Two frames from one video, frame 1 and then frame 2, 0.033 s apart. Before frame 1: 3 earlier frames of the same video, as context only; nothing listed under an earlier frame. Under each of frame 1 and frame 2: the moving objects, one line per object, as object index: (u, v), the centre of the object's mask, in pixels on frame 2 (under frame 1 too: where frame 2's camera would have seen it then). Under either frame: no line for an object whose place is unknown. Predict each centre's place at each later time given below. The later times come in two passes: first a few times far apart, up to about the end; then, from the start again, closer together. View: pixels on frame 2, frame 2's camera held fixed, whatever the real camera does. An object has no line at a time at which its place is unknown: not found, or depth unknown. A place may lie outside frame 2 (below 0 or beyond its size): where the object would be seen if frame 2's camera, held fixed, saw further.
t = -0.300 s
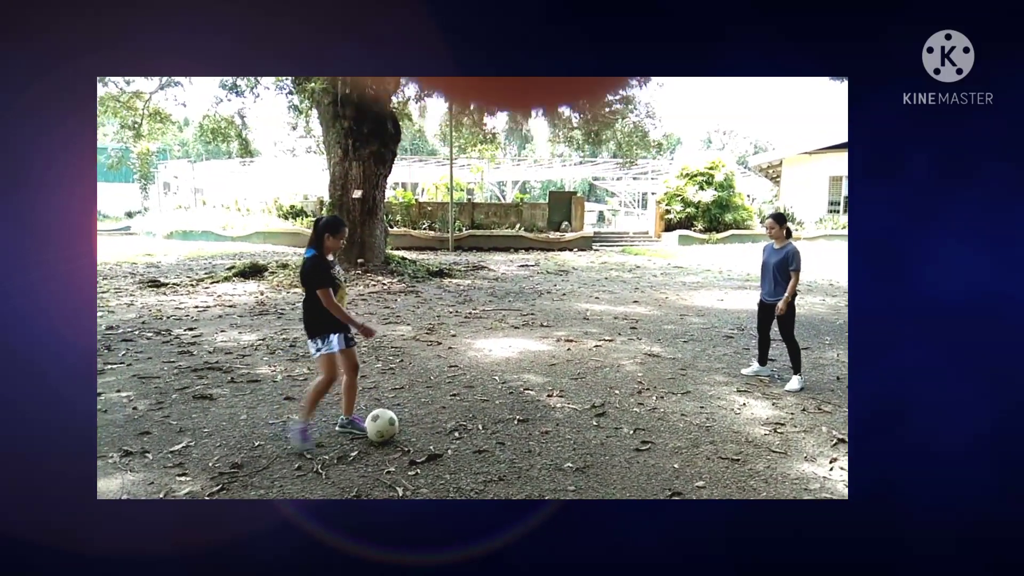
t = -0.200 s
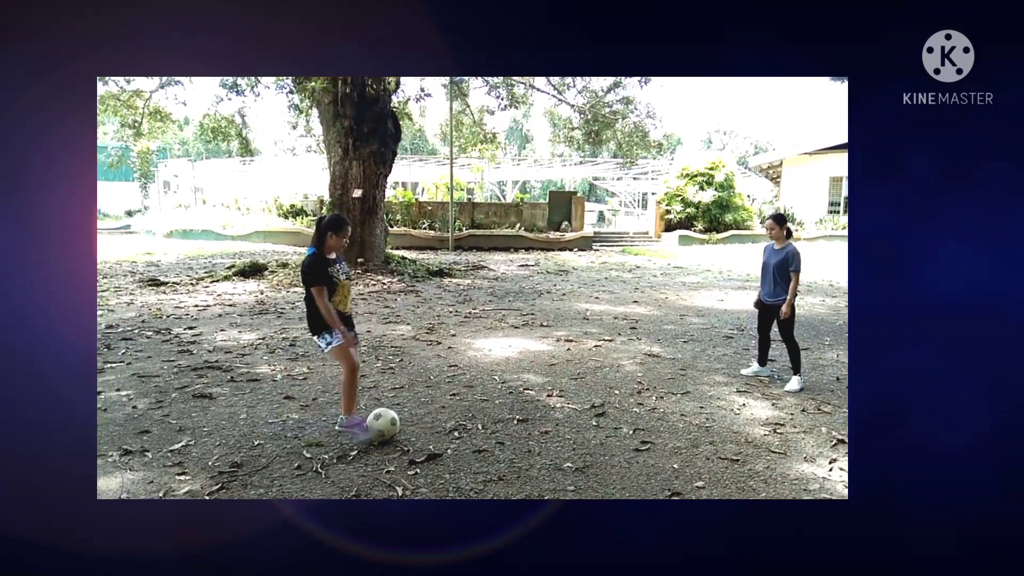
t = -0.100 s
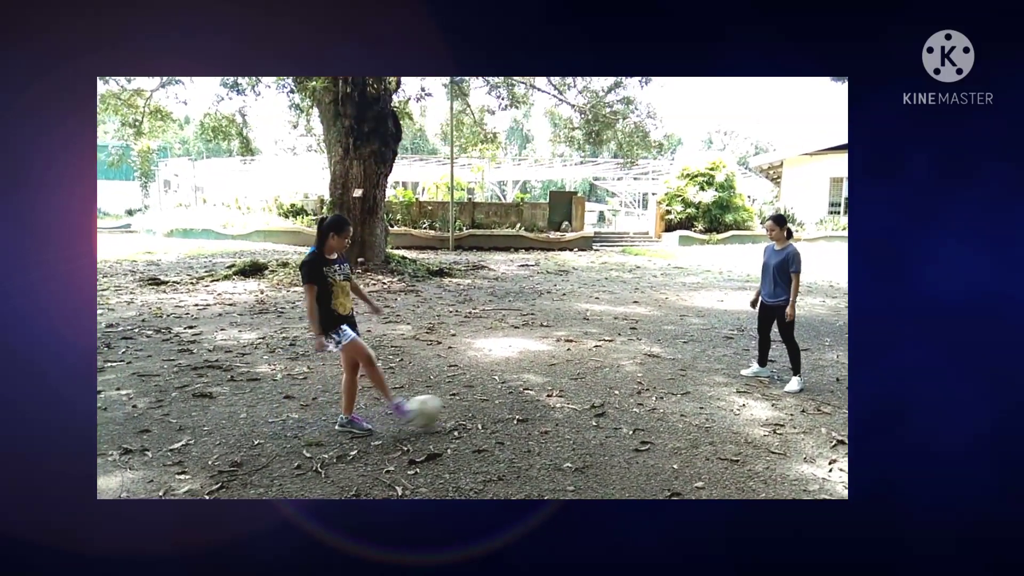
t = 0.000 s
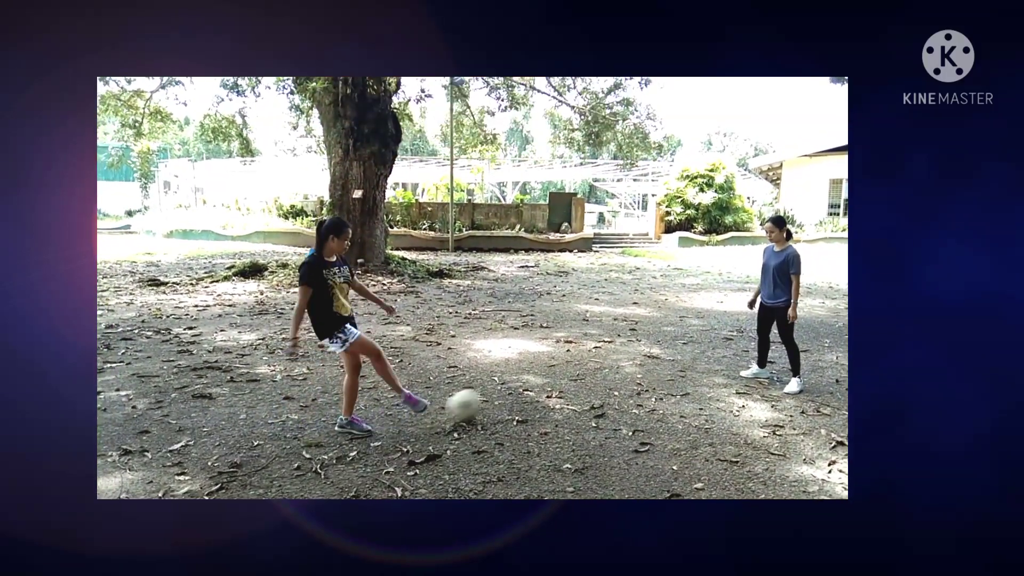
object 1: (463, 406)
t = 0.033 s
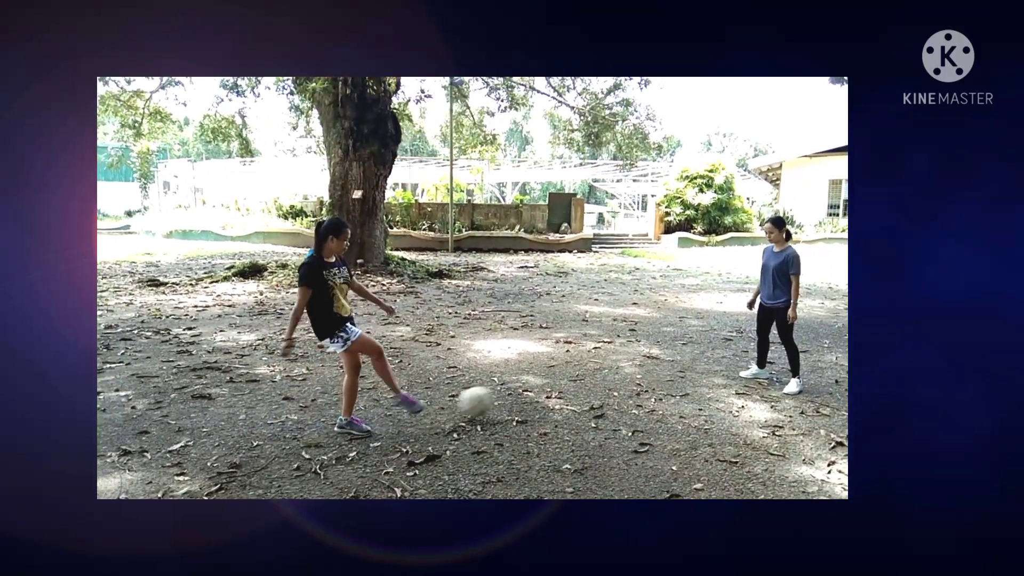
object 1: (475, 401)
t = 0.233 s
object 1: (536, 397)
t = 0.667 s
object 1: (624, 379)
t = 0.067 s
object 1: (486, 399)
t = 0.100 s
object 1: (499, 397)
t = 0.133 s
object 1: (509, 398)
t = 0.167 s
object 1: (520, 400)
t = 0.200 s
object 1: (528, 398)
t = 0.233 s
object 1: (536, 397)
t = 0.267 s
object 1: (544, 396)
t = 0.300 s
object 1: (553, 396)
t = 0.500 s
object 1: (596, 386)
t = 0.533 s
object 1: (602, 385)
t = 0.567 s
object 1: (607, 383)
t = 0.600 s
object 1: (614, 381)
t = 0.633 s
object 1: (619, 381)
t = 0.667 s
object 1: (624, 379)
